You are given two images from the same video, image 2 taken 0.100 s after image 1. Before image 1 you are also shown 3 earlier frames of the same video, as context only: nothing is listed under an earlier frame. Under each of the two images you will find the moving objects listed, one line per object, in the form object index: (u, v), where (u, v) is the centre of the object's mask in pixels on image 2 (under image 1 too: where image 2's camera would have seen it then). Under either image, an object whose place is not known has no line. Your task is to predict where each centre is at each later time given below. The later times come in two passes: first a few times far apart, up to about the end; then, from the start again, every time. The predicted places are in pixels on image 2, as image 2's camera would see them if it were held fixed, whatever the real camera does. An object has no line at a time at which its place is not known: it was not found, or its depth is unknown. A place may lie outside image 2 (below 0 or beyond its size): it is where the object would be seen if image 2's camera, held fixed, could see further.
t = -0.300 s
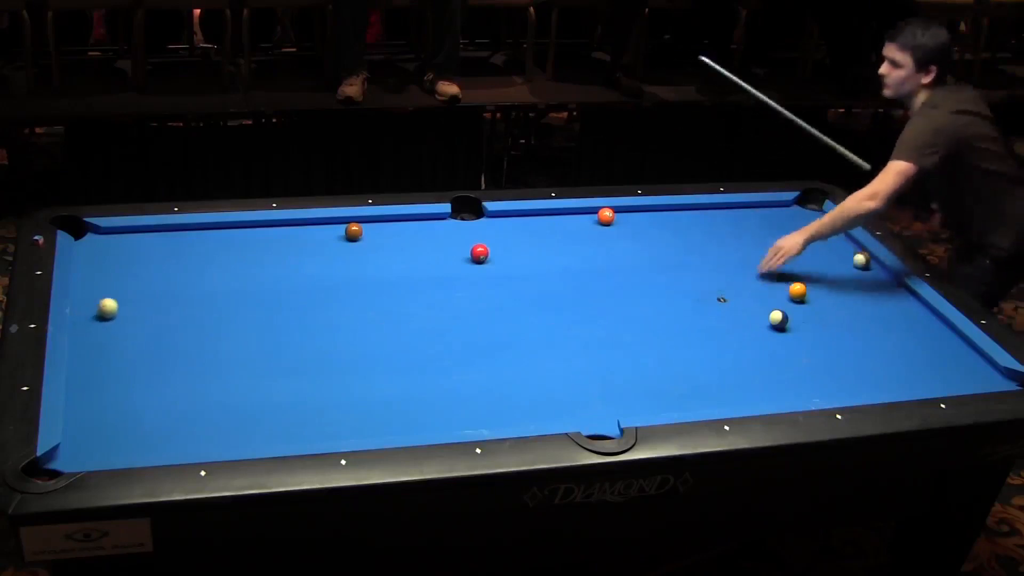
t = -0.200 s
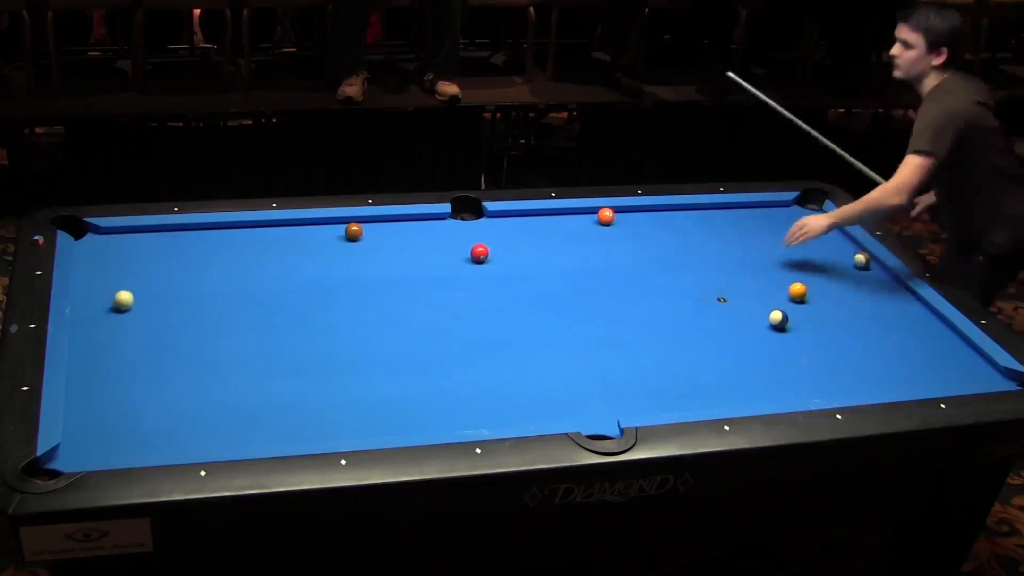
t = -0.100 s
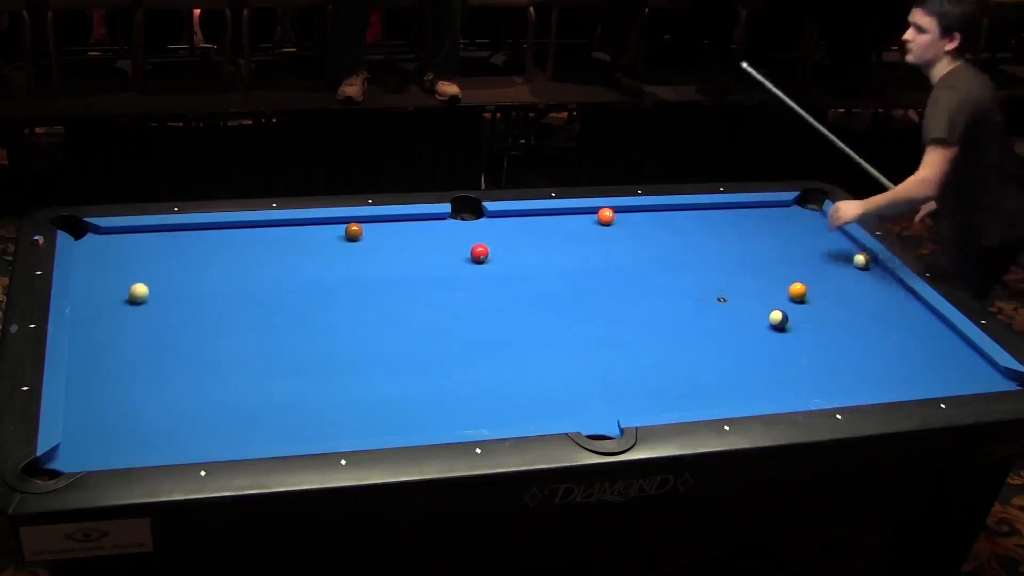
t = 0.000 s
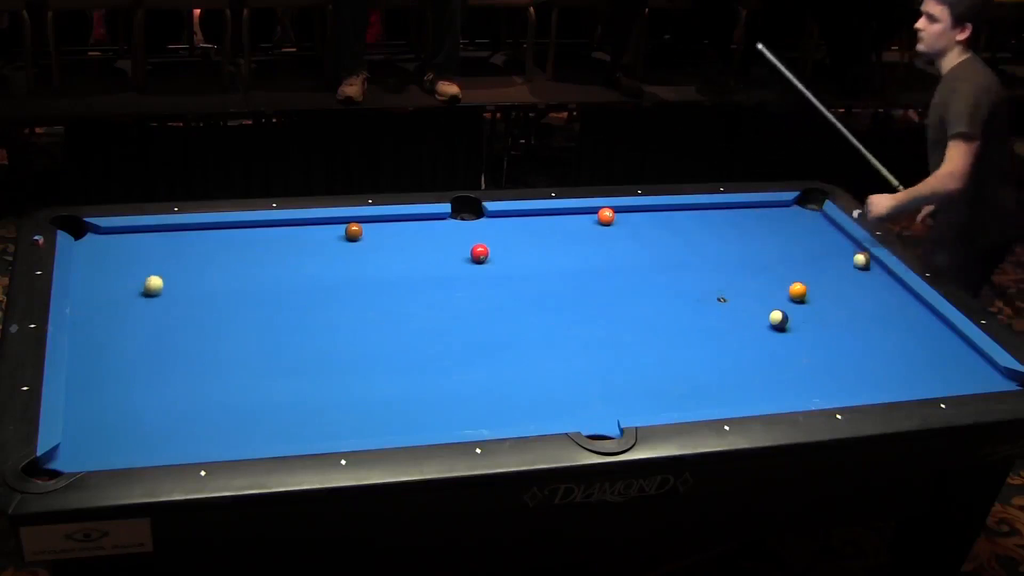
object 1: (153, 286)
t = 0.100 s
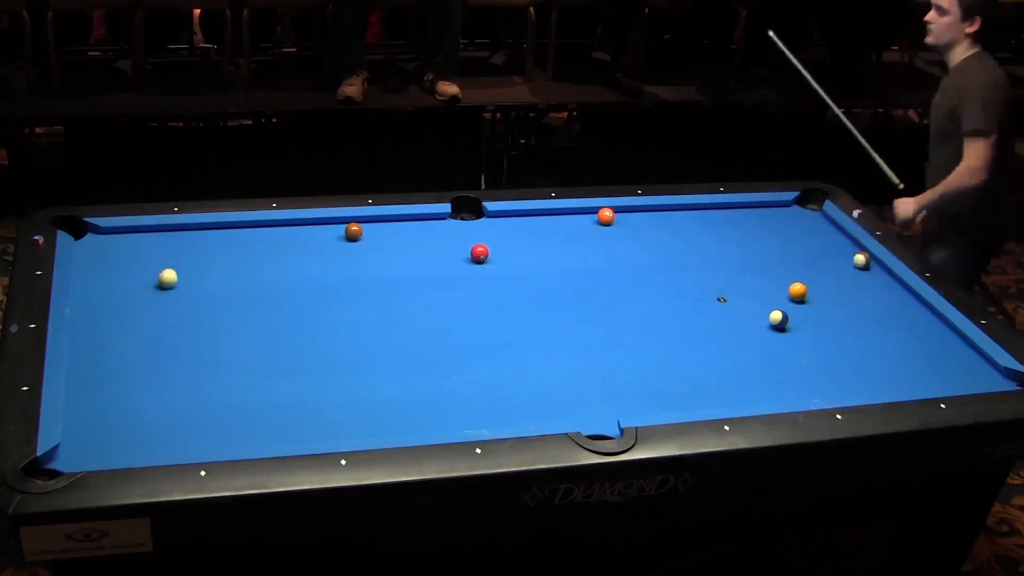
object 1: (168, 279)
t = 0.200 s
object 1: (181, 272)
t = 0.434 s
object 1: (211, 257)
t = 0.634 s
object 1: (235, 246)
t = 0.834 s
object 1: (258, 235)
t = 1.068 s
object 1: (282, 226)
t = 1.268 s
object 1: (303, 230)
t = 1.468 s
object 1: (322, 235)
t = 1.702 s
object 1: (344, 240)
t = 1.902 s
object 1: (362, 243)
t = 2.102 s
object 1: (380, 247)
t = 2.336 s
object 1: (398, 252)
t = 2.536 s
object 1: (414, 255)
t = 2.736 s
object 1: (428, 259)
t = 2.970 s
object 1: (443, 263)
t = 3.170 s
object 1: (455, 266)
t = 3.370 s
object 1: (468, 268)
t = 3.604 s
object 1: (479, 271)
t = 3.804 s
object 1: (489, 274)
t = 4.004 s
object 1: (497, 276)
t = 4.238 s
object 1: (505, 279)
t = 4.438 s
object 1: (510, 280)
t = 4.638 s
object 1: (515, 282)
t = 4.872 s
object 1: (519, 283)
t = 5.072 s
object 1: (522, 284)
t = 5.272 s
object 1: (523, 285)
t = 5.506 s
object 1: (523, 285)
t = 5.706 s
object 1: (523, 285)
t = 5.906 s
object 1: (523, 285)
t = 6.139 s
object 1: (523, 285)
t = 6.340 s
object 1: (523, 285)
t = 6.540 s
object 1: (523, 285)
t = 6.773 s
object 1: (523, 285)
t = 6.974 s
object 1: (523, 285)
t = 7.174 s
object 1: (523, 285)
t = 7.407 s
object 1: (523, 285)
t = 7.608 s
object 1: (523, 285)
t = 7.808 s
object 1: (523, 285)
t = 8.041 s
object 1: (523, 285)
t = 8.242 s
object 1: (523, 285)
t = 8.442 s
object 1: (523, 285)
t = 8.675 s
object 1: (523, 285)
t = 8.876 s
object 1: (523, 285)
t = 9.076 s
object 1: (523, 285)
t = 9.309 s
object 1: (523, 285)
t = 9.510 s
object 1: (523, 285)
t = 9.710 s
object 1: (523, 285)
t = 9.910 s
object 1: (523, 285)
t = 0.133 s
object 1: (172, 277)
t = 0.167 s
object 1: (176, 275)
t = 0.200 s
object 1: (181, 272)
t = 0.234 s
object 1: (186, 270)
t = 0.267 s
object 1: (190, 268)
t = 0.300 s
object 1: (195, 266)
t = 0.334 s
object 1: (199, 264)
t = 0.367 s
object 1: (203, 262)
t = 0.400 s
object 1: (207, 260)
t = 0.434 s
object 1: (211, 257)
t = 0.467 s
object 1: (216, 255)
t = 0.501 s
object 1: (220, 253)
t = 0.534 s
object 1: (223, 251)
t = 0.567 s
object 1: (228, 249)
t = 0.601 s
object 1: (231, 247)
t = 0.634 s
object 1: (235, 246)
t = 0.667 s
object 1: (239, 243)
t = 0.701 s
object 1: (243, 242)
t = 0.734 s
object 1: (247, 240)
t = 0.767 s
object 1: (251, 238)
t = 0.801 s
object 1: (254, 236)
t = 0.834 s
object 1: (258, 235)
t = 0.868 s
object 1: (261, 233)
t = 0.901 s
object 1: (265, 231)
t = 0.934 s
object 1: (269, 230)
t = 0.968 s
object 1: (272, 228)
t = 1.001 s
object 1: (275, 226)
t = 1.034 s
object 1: (279, 225)
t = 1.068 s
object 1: (282, 226)
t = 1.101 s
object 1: (286, 226)
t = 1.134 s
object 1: (289, 227)
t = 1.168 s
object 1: (293, 228)
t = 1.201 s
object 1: (296, 229)
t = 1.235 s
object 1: (299, 229)
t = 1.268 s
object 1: (303, 230)
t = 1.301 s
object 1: (306, 231)
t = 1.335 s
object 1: (309, 232)
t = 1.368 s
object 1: (313, 232)
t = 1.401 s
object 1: (316, 233)
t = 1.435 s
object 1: (319, 234)
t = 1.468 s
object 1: (322, 235)
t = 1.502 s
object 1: (326, 235)
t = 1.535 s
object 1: (329, 236)
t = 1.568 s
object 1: (332, 237)
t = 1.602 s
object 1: (335, 237)
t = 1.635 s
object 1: (338, 238)
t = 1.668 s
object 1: (341, 239)
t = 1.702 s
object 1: (344, 240)
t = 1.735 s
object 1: (347, 240)
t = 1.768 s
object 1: (350, 241)
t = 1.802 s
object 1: (354, 242)
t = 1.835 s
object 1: (357, 242)
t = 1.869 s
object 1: (360, 243)
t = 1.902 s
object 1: (362, 243)
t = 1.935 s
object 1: (365, 244)
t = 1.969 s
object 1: (368, 245)
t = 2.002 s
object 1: (371, 245)
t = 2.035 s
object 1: (374, 246)
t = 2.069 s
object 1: (377, 247)
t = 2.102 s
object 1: (380, 247)
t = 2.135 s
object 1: (383, 248)
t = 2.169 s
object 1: (385, 249)
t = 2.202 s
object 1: (388, 249)
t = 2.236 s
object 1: (391, 250)
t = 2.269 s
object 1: (393, 251)
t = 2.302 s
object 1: (396, 251)
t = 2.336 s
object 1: (398, 252)
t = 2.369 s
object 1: (401, 252)
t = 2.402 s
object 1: (404, 253)
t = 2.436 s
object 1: (406, 253)
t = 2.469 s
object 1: (408, 254)
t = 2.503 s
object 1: (411, 255)
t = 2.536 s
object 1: (414, 255)
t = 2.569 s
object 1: (416, 256)
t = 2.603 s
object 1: (419, 257)
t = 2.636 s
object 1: (421, 257)
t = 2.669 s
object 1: (423, 258)
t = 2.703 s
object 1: (426, 258)
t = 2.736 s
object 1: (428, 259)
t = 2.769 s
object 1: (430, 260)
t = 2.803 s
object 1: (432, 260)
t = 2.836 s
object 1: (435, 261)
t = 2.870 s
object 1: (437, 261)
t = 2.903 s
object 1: (439, 262)
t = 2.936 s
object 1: (441, 262)
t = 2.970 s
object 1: (443, 263)
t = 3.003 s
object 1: (445, 263)
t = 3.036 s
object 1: (447, 263)
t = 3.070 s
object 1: (450, 264)
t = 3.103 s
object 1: (452, 265)
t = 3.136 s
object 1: (454, 265)
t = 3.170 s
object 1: (455, 266)
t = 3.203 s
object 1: (458, 266)
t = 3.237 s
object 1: (460, 267)
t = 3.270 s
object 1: (461, 267)
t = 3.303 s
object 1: (463, 268)
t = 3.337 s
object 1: (465, 268)
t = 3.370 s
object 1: (468, 268)
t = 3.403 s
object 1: (469, 269)
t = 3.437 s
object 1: (471, 269)
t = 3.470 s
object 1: (472, 270)
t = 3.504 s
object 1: (474, 270)
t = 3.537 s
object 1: (476, 271)
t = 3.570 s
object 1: (478, 271)
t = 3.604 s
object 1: (479, 271)
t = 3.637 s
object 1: (481, 272)
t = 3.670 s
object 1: (483, 272)
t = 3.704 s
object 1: (484, 273)
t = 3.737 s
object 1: (486, 273)
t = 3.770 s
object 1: (487, 274)
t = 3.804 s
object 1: (489, 274)
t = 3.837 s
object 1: (490, 274)
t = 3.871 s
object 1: (491, 275)
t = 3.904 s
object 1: (493, 275)
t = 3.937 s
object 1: (494, 275)
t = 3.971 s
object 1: (495, 276)
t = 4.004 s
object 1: (497, 276)
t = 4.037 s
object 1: (498, 276)
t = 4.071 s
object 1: (499, 277)
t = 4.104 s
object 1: (500, 277)
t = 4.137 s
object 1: (501, 277)
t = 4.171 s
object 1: (502, 278)
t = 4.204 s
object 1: (504, 278)
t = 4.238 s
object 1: (505, 279)
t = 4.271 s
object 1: (506, 279)
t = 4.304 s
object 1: (507, 279)
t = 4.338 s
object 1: (508, 280)
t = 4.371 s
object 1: (509, 280)
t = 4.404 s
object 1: (509, 280)
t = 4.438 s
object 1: (510, 280)
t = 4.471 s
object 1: (511, 281)
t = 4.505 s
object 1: (512, 281)
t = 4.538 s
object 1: (513, 281)
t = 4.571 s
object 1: (514, 281)
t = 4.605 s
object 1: (514, 282)
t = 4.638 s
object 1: (515, 282)
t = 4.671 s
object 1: (516, 282)
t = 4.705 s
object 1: (516, 282)
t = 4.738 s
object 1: (517, 282)
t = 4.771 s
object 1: (518, 283)
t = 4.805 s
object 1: (518, 283)
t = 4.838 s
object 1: (519, 283)
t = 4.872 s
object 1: (519, 283)
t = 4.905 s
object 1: (520, 283)
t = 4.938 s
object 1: (520, 284)
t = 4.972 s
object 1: (521, 284)
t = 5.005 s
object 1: (521, 284)
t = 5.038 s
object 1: (522, 284)
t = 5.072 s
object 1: (522, 284)
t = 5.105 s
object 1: (522, 284)
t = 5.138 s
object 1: (522, 284)
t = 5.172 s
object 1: (523, 284)
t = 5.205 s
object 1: (523, 284)
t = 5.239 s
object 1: (523, 284)
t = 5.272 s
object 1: (523, 285)
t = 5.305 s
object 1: (523, 285)
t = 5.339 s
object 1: (523, 285)
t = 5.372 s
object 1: (523, 285)
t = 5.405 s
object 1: (523, 285)
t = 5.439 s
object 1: (523, 285)
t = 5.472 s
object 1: (523, 285)
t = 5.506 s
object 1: (523, 285)
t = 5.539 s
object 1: (523, 285)
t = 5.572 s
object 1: (523, 285)
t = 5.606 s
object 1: (523, 285)
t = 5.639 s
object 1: (523, 285)
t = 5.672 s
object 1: (523, 285)
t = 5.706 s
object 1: (523, 285)
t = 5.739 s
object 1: (523, 285)
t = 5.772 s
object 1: (523, 285)
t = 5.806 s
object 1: (523, 285)
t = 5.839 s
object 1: (523, 285)
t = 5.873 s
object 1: (523, 285)
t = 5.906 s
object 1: (523, 285)
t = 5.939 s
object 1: (523, 285)
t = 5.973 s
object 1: (523, 285)
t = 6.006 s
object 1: (523, 285)
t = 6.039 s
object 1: (523, 285)
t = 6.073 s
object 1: (523, 285)
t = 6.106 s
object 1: (523, 285)
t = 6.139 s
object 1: (523, 285)
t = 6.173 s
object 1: (523, 285)
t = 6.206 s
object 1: (523, 285)
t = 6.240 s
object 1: (523, 285)
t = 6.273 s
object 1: (523, 285)
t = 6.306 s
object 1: (523, 285)
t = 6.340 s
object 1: (523, 285)
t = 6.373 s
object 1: (523, 285)
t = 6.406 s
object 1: (523, 285)
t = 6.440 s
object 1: (523, 285)
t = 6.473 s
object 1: (523, 285)
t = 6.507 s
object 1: (523, 285)
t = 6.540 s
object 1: (523, 285)
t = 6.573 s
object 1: (523, 285)
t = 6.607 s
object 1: (523, 285)
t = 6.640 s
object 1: (523, 285)
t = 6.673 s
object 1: (523, 285)
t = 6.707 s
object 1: (523, 285)
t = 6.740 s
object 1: (523, 285)
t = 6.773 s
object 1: (523, 285)
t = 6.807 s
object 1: (523, 285)
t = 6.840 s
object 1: (523, 285)
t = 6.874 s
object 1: (523, 285)
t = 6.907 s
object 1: (523, 285)
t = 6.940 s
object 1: (523, 285)
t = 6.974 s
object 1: (523, 285)
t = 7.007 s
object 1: (523, 285)
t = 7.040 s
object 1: (523, 285)
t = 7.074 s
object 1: (523, 285)
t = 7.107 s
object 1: (523, 285)
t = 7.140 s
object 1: (523, 285)
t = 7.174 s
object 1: (523, 285)
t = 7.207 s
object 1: (523, 285)
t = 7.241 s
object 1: (523, 285)
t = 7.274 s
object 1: (523, 285)
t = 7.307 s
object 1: (523, 285)
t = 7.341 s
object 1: (523, 285)
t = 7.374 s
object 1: (523, 285)
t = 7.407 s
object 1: (523, 285)
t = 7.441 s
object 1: (523, 285)
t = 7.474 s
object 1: (523, 285)
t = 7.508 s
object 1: (523, 285)
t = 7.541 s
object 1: (523, 285)
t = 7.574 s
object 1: (523, 285)
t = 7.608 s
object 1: (523, 285)
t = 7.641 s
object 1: (523, 285)
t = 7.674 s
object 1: (523, 285)
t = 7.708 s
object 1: (523, 285)
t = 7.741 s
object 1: (523, 285)
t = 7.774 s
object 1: (523, 285)
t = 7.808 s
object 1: (523, 285)
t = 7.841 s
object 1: (523, 285)
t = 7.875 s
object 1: (523, 285)
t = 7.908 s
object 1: (523, 285)
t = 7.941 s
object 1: (523, 285)
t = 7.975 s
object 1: (523, 285)
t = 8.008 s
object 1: (523, 285)
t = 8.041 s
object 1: (523, 285)
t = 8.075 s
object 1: (523, 285)
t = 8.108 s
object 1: (523, 285)
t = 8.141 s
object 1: (523, 285)
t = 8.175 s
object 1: (523, 285)
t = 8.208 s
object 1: (523, 285)
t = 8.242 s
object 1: (523, 285)
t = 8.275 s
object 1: (523, 285)
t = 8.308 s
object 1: (523, 285)
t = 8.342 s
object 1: (523, 285)
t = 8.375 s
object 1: (523, 285)
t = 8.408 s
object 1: (523, 285)
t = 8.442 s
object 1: (523, 285)
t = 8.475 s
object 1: (523, 285)
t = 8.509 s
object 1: (523, 285)
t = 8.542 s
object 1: (523, 285)
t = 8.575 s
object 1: (523, 285)
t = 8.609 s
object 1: (523, 285)
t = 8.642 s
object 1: (523, 285)
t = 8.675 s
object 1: (523, 285)
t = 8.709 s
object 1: (523, 285)
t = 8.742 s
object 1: (523, 285)
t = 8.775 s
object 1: (523, 285)
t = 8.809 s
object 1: (523, 285)
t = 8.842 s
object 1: (523, 285)
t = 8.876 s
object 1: (523, 285)
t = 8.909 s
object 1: (523, 285)
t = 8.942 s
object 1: (523, 285)
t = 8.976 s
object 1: (523, 285)
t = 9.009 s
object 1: (523, 285)
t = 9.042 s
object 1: (523, 285)
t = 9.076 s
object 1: (523, 285)
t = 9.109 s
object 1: (523, 285)
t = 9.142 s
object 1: (523, 285)
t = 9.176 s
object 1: (523, 285)
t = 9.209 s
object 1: (523, 285)
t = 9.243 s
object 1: (523, 285)
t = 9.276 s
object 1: (523, 285)
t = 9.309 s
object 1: (523, 285)
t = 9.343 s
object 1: (523, 285)
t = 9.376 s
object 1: (523, 285)
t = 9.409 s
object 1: (523, 285)
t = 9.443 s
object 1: (523, 285)
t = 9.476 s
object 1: (523, 285)
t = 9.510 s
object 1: (523, 285)
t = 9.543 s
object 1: (523, 285)
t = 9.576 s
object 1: (523, 285)
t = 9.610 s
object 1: (523, 285)
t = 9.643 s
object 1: (523, 285)
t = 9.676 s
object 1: (523, 285)
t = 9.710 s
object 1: (523, 285)
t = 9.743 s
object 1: (523, 285)
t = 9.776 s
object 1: (523, 285)
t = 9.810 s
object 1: (523, 285)
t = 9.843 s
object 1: (523, 285)
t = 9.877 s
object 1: (523, 285)
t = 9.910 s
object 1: (523, 285)
